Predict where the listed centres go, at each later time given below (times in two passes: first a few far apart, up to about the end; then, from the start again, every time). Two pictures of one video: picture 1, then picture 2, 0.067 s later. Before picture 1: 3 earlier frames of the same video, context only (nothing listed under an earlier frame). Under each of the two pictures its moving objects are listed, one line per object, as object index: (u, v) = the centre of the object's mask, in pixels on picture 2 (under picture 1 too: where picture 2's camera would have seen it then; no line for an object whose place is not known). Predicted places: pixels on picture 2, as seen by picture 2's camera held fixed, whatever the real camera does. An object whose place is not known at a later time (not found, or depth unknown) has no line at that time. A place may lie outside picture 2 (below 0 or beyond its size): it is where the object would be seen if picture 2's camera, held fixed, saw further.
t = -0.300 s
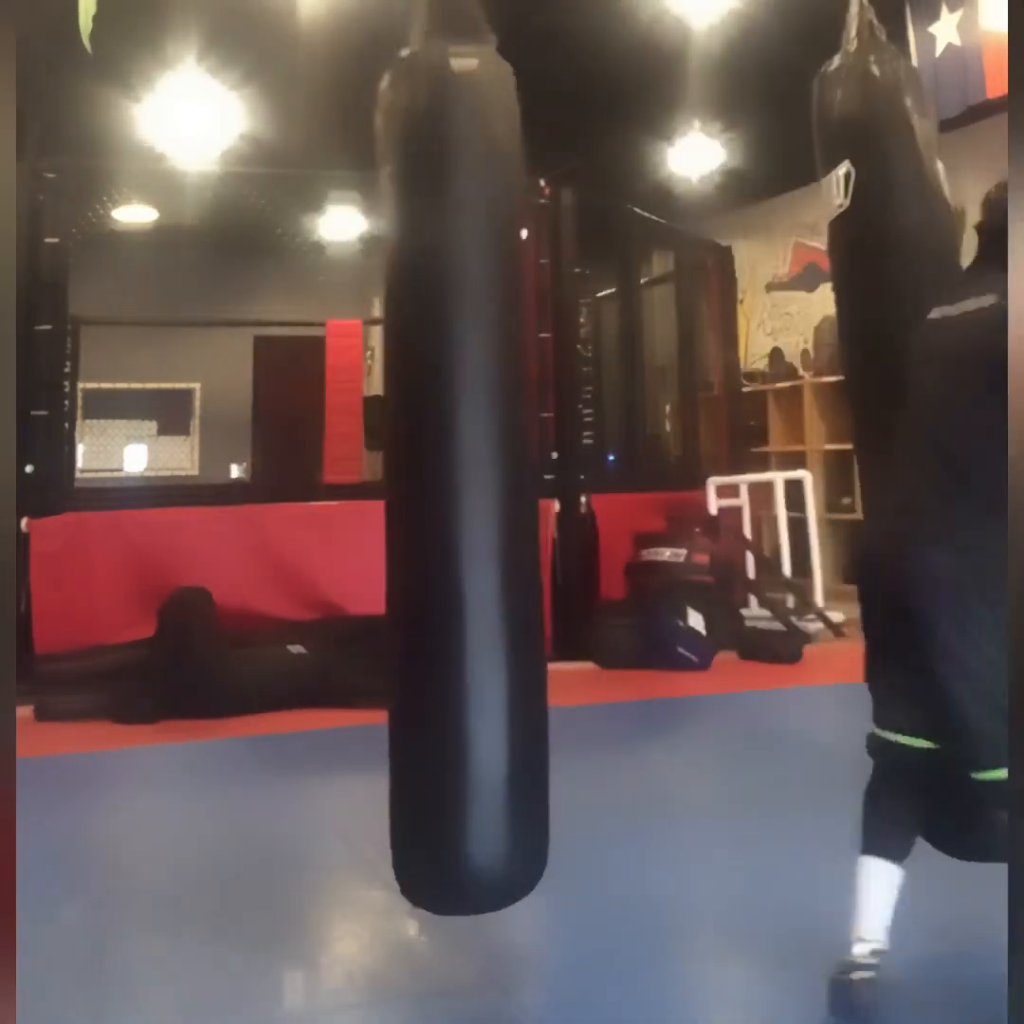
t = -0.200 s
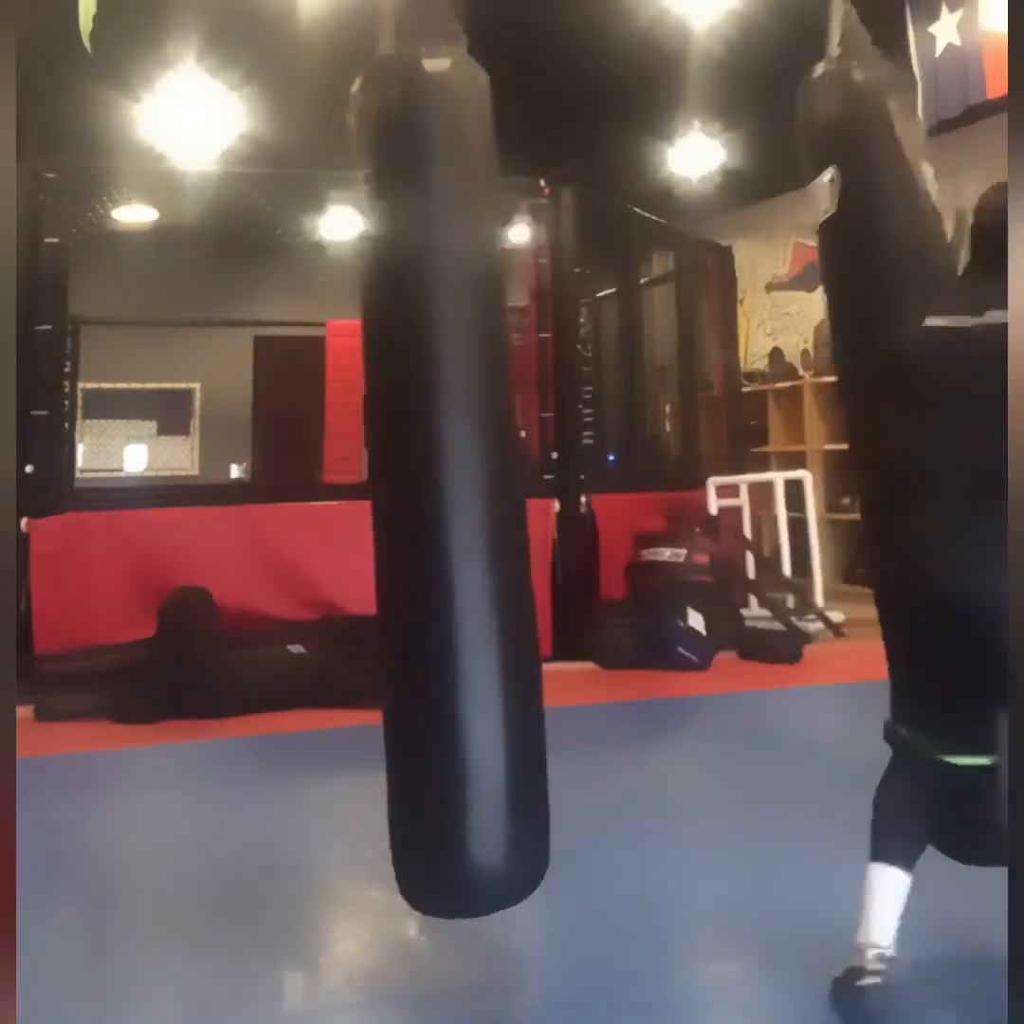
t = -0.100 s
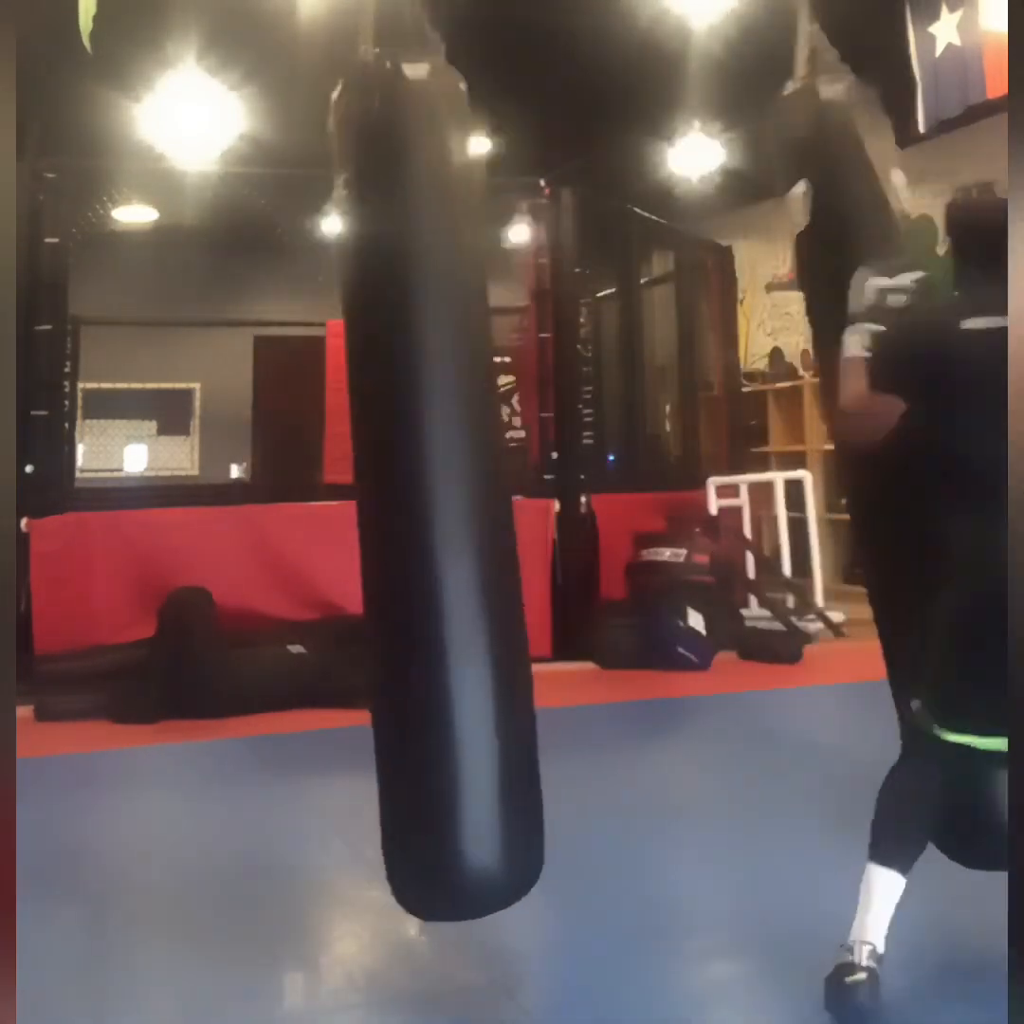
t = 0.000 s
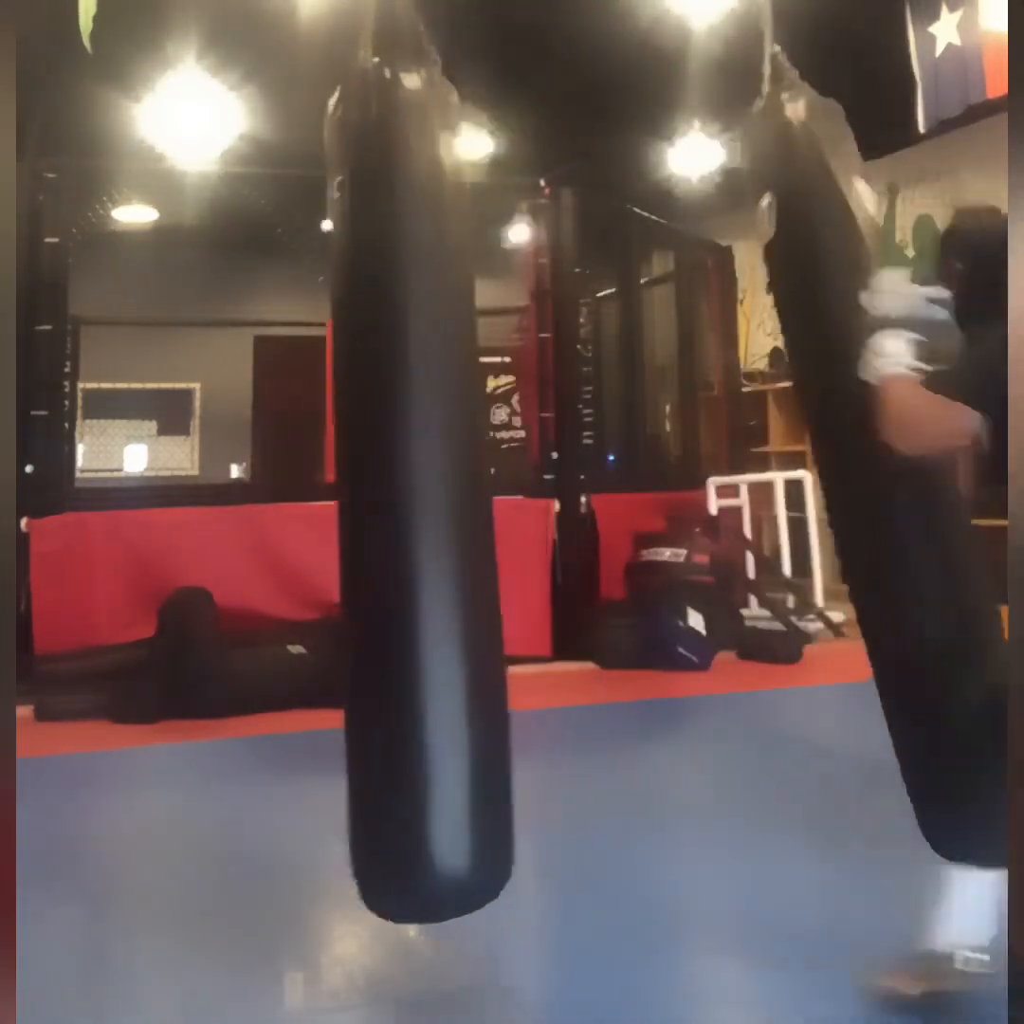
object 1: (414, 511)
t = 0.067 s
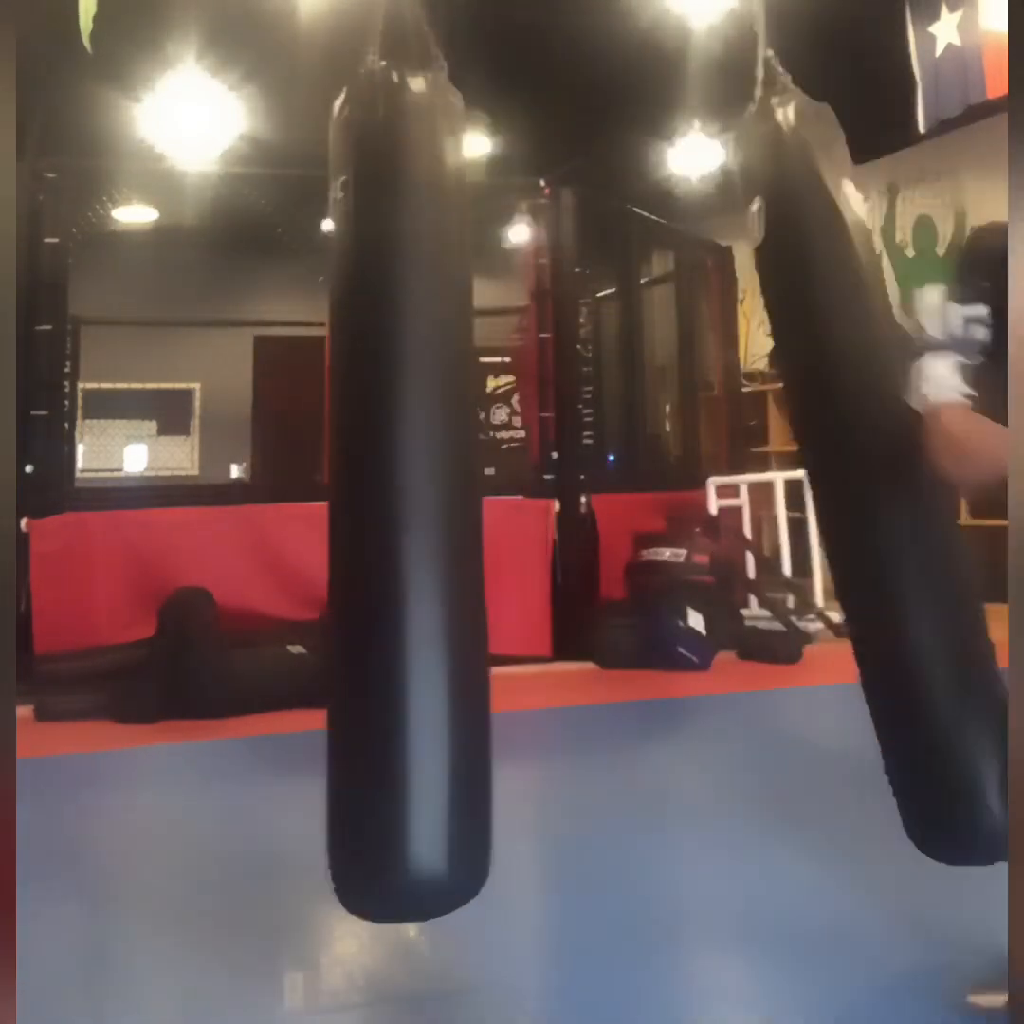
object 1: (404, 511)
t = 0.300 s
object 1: (372, 500)
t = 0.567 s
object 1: (337, 490)
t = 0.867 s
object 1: (325, 492)
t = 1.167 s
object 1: (331, 472)
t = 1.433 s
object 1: (354, 476)
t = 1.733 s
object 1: (390, 475)
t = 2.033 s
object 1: (428, 482)
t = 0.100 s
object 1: (399, 513)
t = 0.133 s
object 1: (394, 511)
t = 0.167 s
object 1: (390, 511)
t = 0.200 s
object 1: (385, 508)
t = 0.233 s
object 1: (380, 506)
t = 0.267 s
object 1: (376, 503)
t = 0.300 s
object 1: (372, 500)
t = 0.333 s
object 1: (367, 499)
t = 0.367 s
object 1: (359, 496)
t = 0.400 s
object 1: (355, 494)
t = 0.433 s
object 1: (351, 491)
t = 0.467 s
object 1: (348, 489)
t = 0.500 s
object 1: (344, 487)
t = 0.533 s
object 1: (341, 490)
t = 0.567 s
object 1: (337, 490)
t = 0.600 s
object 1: (334, 492)
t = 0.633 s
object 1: (332, 493)
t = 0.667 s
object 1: (330, 495)
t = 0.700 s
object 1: (328, 495)
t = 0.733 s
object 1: (327, 496)
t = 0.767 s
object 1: (326, 496)
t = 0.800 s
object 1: (324, 495)
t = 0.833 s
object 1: (323, 493)
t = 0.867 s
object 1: (325, 492)
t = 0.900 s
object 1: (326, 489)
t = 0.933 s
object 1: (326, 488)
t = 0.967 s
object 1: (327, 485)
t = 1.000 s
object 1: (327, 483)
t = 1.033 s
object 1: (328, 480)
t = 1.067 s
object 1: (329, 478)
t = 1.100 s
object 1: (330, 474)
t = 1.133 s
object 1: (330, 474)
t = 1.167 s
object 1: (331, 472)
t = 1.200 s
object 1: (335, 470)
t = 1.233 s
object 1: (337, 471)
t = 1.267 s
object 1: (338, 472)
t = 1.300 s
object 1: (341, 473)
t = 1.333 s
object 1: (343, 475)
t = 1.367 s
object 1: (346, 479)
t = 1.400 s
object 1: (350, 477)
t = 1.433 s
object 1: (354, 476)
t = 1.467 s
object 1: (357, 478)
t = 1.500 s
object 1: (360, 481)
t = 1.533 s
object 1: (364, 482)
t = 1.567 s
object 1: (367, 482)
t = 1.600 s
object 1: (371, 481)
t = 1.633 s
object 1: (379, 482)
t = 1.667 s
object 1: (382, 480)
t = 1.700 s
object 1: (386, 478)
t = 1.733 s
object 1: (390, 475)
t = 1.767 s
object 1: (394, 474)
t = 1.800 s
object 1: (397, 474)
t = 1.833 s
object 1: (400, 473)
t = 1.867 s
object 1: (404, 473)
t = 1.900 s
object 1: (408, 473)
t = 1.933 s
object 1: (412, 474)
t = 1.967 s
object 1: (415, 476)
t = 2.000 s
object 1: (419, 476)
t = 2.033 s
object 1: (428, 482)
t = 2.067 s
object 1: (432, 482)
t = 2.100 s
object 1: (436, 483)
